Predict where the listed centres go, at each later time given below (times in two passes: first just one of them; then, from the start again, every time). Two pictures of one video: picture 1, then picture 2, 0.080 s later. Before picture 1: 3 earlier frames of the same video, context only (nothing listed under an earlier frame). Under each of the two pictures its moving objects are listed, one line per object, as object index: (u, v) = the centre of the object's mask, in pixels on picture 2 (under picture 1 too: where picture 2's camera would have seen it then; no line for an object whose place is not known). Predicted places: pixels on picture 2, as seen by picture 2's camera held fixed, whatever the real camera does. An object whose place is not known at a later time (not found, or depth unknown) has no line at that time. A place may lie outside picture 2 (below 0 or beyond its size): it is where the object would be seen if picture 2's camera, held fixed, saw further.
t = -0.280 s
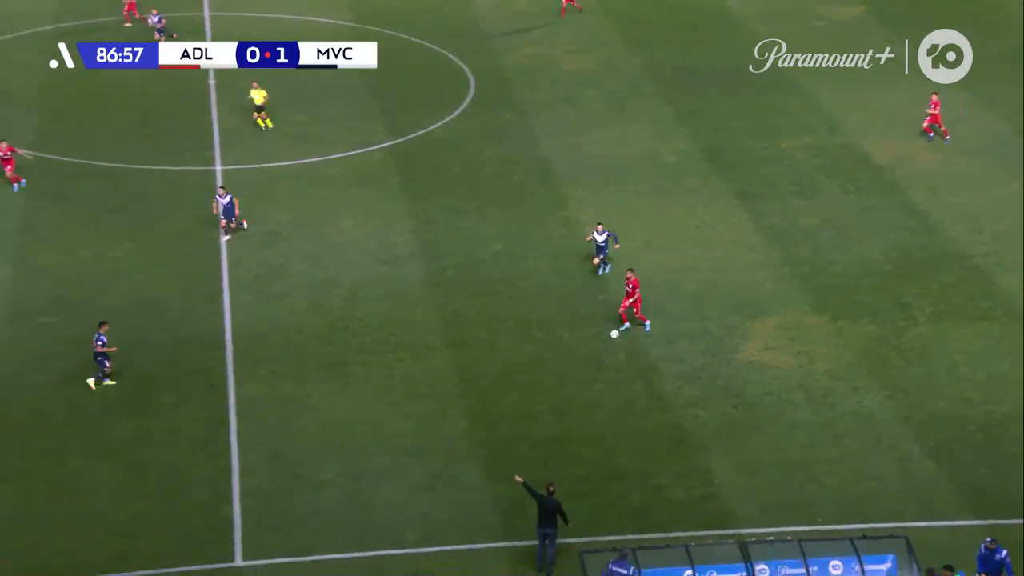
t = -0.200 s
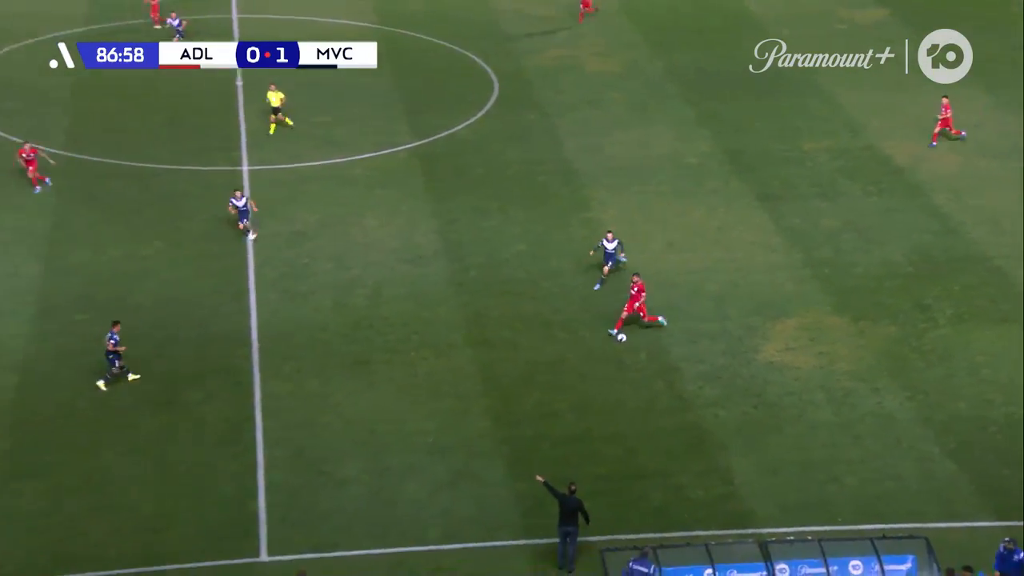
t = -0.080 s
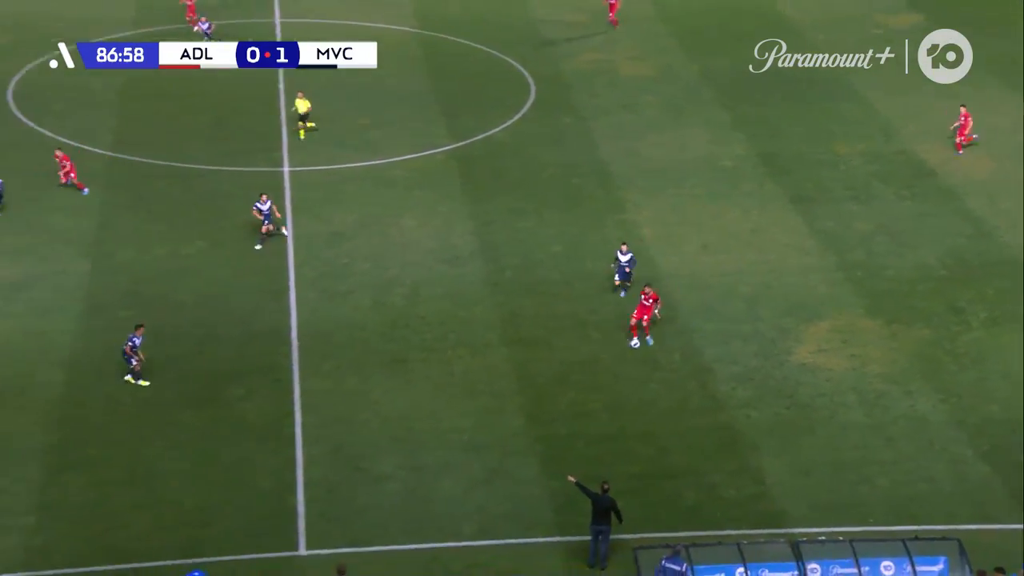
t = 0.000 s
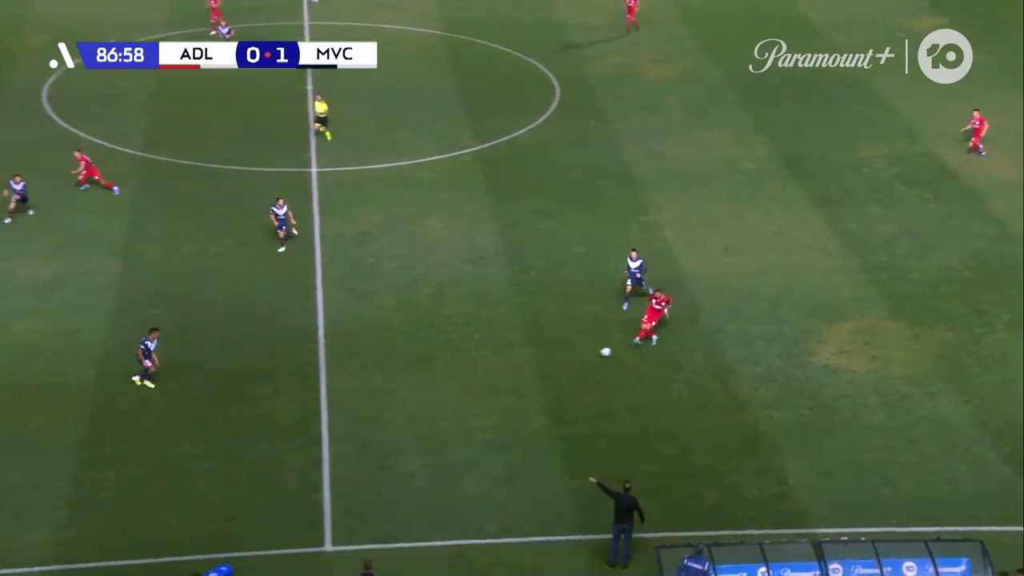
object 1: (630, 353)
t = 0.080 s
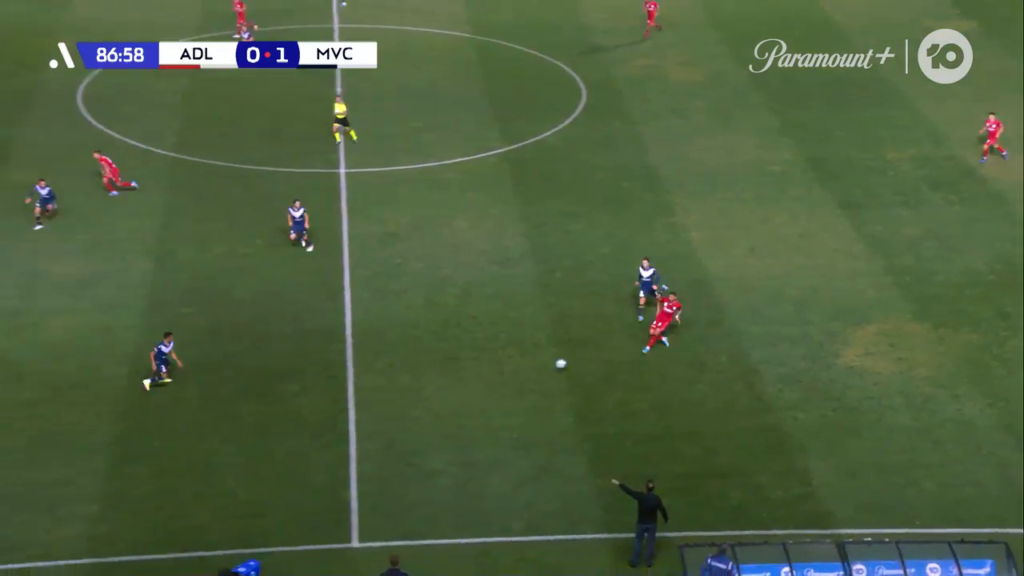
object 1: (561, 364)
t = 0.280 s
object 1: (382, 407)
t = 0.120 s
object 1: (526, 372)
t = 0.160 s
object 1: (490, 379)
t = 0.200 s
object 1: (454, 388)
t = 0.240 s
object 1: (418, 397)
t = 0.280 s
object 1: (382, 407)
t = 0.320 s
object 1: (345, 417)
